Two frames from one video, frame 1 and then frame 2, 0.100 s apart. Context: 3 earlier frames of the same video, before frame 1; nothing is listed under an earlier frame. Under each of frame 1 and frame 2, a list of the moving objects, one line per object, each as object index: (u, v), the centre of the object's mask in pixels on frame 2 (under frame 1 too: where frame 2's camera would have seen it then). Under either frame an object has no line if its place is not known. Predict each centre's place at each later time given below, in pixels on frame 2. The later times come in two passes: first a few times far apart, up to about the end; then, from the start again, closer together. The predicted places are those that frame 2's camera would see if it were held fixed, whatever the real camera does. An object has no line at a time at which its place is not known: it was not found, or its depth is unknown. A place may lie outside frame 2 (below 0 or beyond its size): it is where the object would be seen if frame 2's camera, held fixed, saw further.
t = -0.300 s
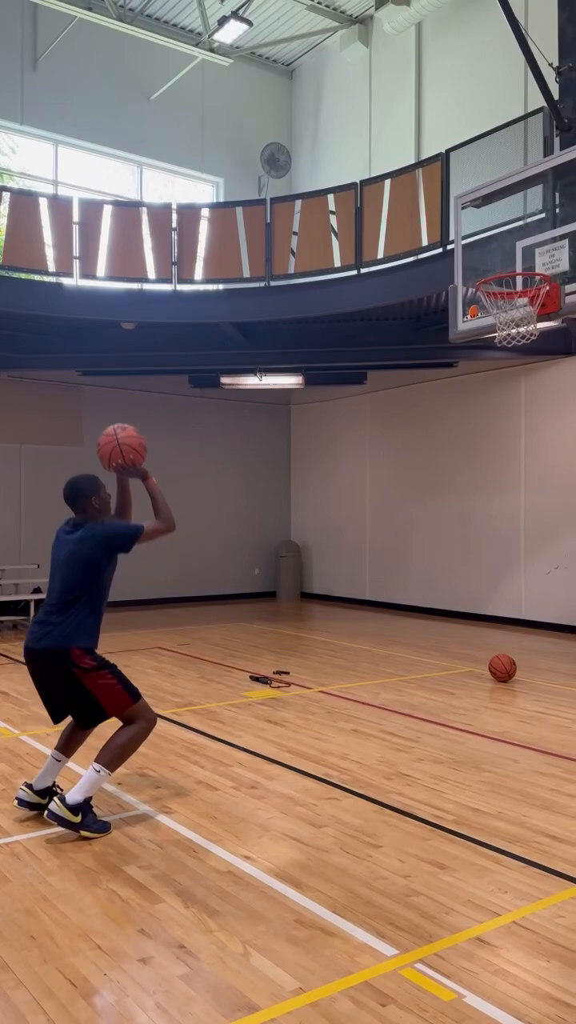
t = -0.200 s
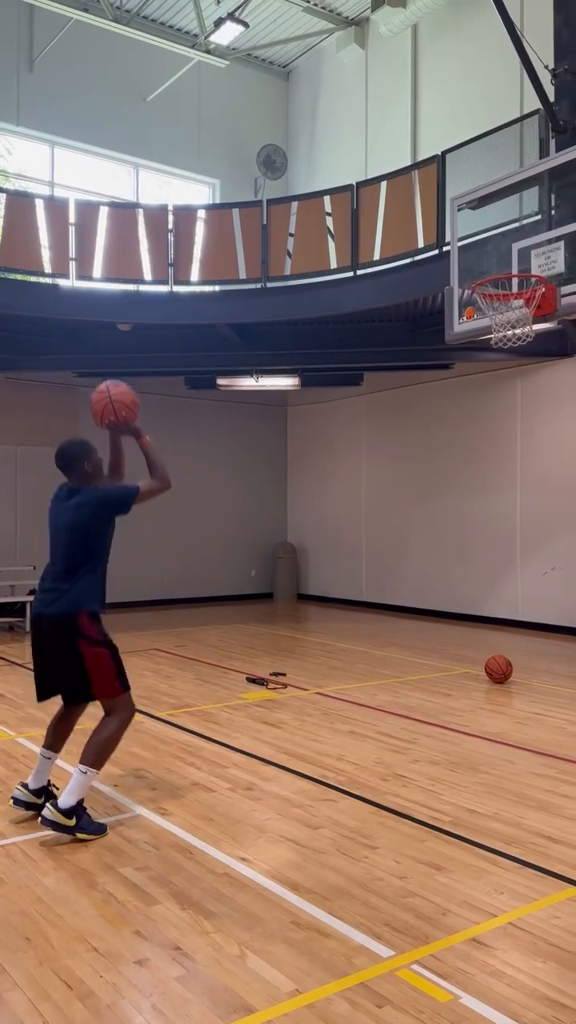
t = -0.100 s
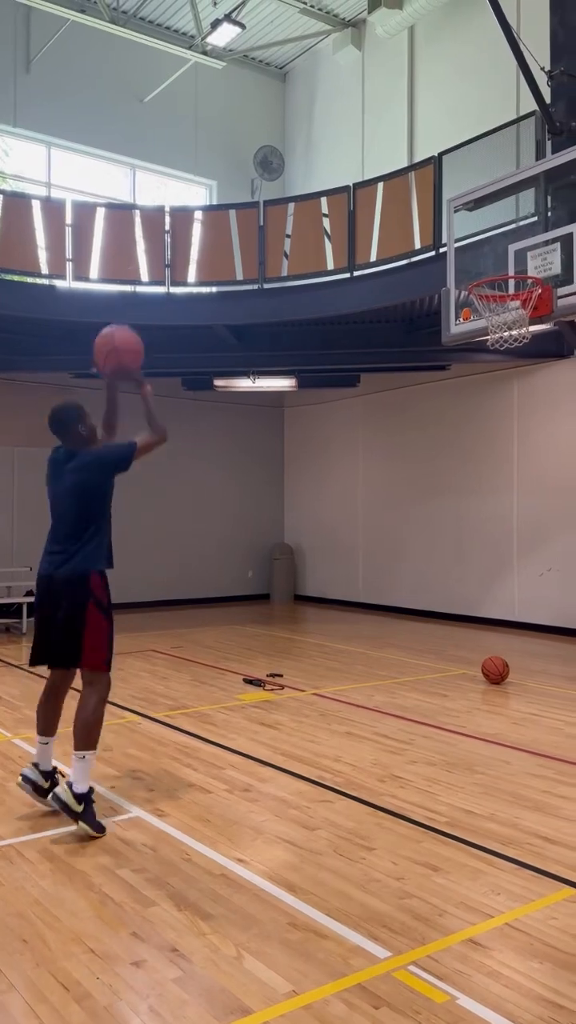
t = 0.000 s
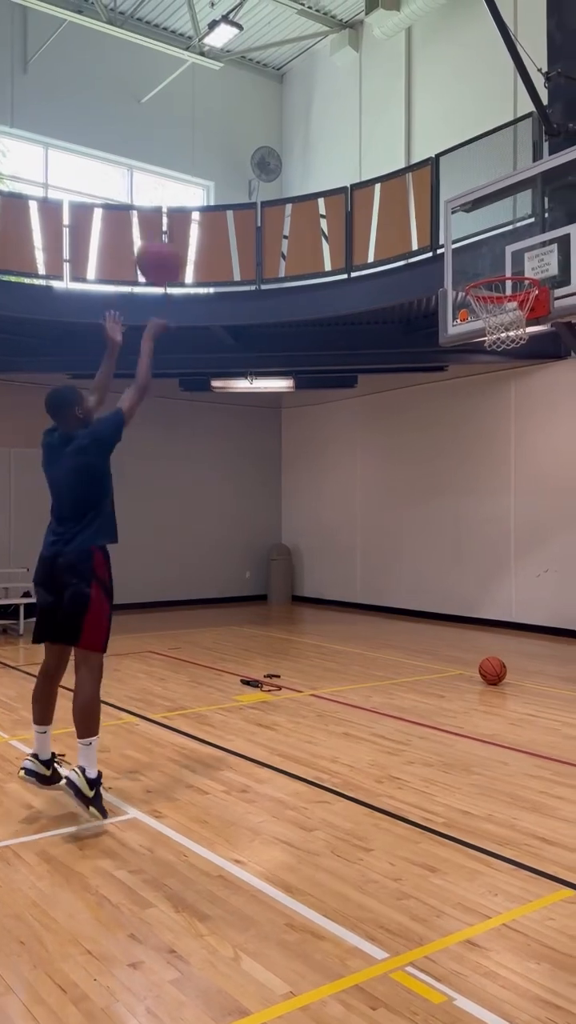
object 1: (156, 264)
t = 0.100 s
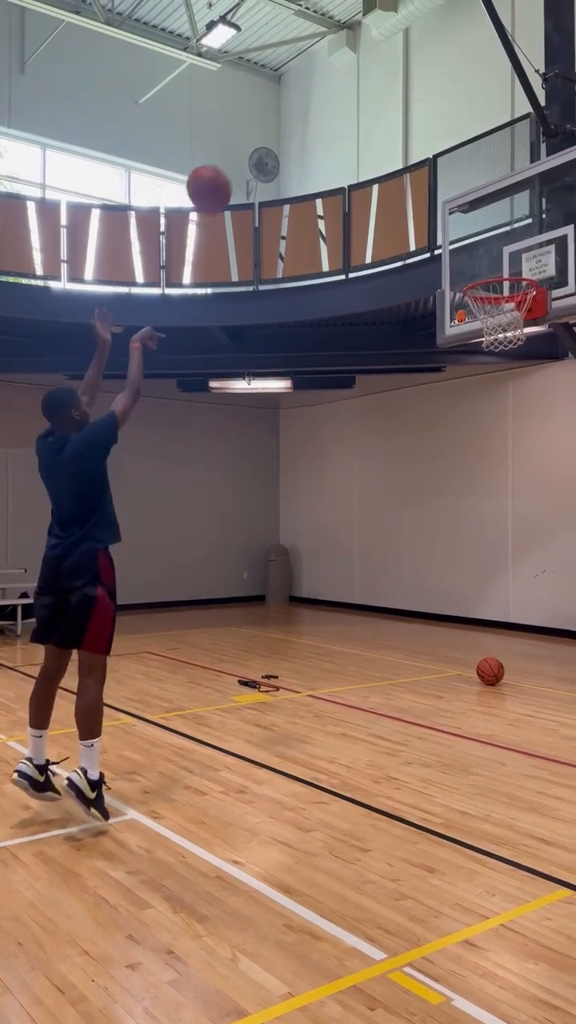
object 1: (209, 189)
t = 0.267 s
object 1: (286, 119)
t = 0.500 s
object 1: (379, 111)
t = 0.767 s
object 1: (466, 203)
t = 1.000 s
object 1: (521, 332)
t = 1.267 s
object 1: (528, 428)
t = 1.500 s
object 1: (534, 587)
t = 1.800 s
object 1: (515, 594)
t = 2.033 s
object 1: (481, 502)
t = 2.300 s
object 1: (445, 485)
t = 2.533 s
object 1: (413, 546)
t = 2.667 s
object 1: (396, 612)
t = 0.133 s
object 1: (225, 170)
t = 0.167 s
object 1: (241, 154)
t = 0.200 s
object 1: (256, 140)
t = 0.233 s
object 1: (271, 129)
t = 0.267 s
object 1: (286, 119)
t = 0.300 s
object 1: (300, 112)
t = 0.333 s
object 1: (314, 108)
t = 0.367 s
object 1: (328, 104)
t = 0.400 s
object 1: (341, 103)
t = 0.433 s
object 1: (354, 104)
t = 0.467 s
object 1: (366, 107)
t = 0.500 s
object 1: (379, 111)
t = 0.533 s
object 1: (391, 117)
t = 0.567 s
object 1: (402, 125)
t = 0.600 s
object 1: (414, 134)
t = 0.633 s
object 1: (425, 145)
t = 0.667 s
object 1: (435, 158)
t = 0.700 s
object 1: (446, 171)
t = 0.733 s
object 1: (457, 187)
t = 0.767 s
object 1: (466, 203)
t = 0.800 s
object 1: (476, 220)
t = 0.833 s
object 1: (485, 240)
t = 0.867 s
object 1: (493, 260)
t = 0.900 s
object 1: (502, 277)
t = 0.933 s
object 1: (516, 300)
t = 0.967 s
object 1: (518, 328)
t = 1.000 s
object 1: (521, 332)
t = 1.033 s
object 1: (522, 337)
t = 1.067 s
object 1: (524, 345)
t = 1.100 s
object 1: (523, 356)
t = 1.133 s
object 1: (525, 367)
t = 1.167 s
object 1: (526, 381)
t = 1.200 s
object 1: (526, 395)
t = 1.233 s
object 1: (527, 411)
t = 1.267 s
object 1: (528, 428)
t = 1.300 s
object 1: (528, 447)
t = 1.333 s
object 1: (529, 467)
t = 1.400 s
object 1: (531, 511)
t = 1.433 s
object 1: (532, 535)
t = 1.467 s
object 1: (533, 560)
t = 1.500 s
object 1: (534, 587)
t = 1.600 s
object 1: (539, 675)
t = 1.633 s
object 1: (540, 706)
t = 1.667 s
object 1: (535, 681)
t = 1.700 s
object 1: (530, 658)
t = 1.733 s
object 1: (524, 635)
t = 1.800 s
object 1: (515, 594)
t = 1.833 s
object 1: (510, 576)
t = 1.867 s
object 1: (505, 560)
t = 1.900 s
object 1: (500, 545)
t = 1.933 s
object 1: (495, 532)
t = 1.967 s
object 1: (490, 520)
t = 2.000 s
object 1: (486, 510)
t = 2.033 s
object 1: (481, 502)
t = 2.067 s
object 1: (477, 494)
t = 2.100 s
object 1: (472, 489)
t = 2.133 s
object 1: (467, 484)
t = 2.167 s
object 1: (463, 482)
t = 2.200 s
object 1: (458, 480)
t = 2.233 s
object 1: (454, 480)
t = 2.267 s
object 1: (449, 482)
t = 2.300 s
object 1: (445, 485)
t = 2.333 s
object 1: (440, 490)
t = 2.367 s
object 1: (435, 495)
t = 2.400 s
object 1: (431, 503)
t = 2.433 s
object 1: (426, 511)
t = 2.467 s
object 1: (422, 521)
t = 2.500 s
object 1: (417, 533)
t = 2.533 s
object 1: (413, 546)
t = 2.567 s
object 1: (408, 560)
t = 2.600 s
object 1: (404, 576)
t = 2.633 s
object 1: (400, 594)
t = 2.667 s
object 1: (396, 612)
